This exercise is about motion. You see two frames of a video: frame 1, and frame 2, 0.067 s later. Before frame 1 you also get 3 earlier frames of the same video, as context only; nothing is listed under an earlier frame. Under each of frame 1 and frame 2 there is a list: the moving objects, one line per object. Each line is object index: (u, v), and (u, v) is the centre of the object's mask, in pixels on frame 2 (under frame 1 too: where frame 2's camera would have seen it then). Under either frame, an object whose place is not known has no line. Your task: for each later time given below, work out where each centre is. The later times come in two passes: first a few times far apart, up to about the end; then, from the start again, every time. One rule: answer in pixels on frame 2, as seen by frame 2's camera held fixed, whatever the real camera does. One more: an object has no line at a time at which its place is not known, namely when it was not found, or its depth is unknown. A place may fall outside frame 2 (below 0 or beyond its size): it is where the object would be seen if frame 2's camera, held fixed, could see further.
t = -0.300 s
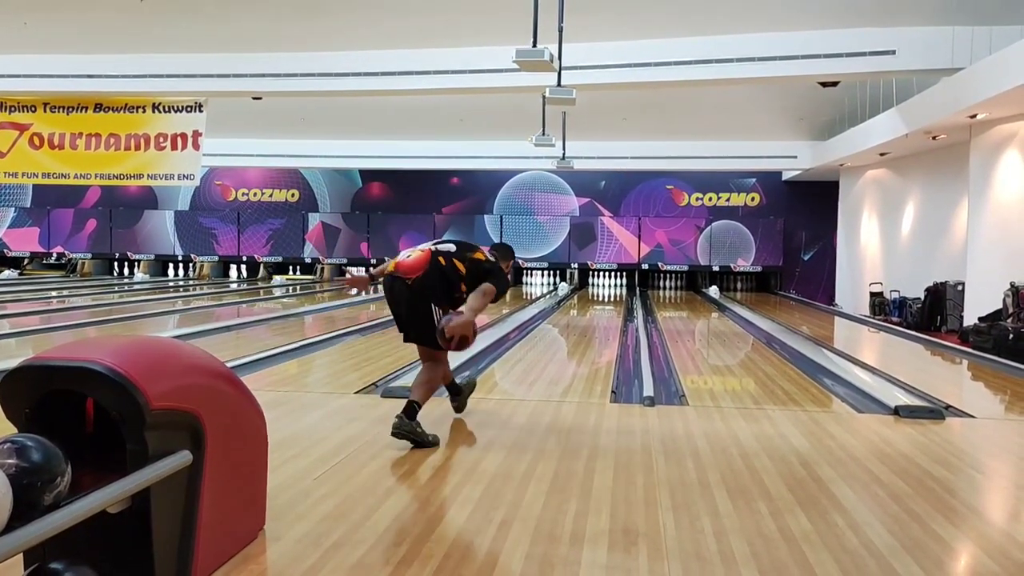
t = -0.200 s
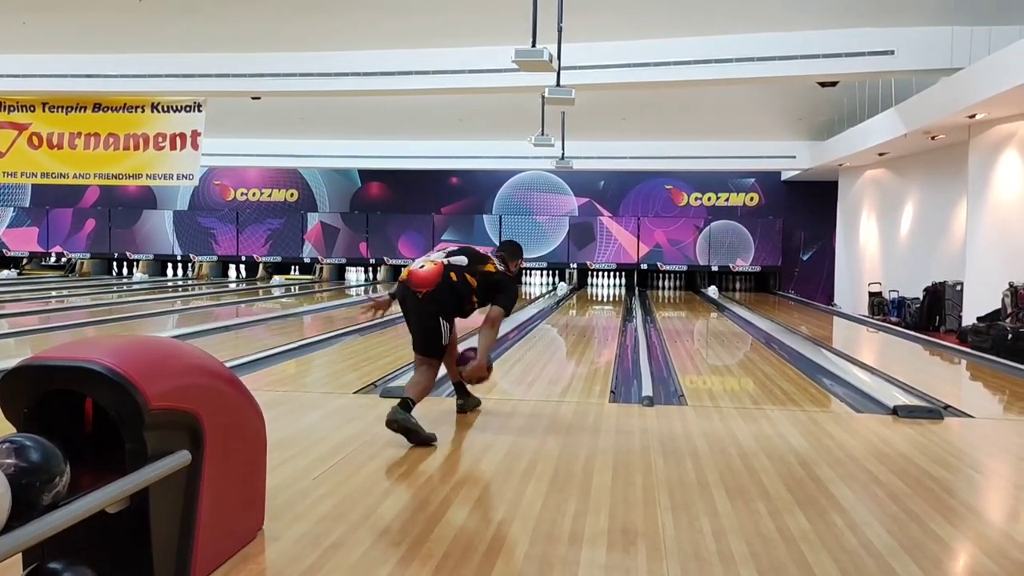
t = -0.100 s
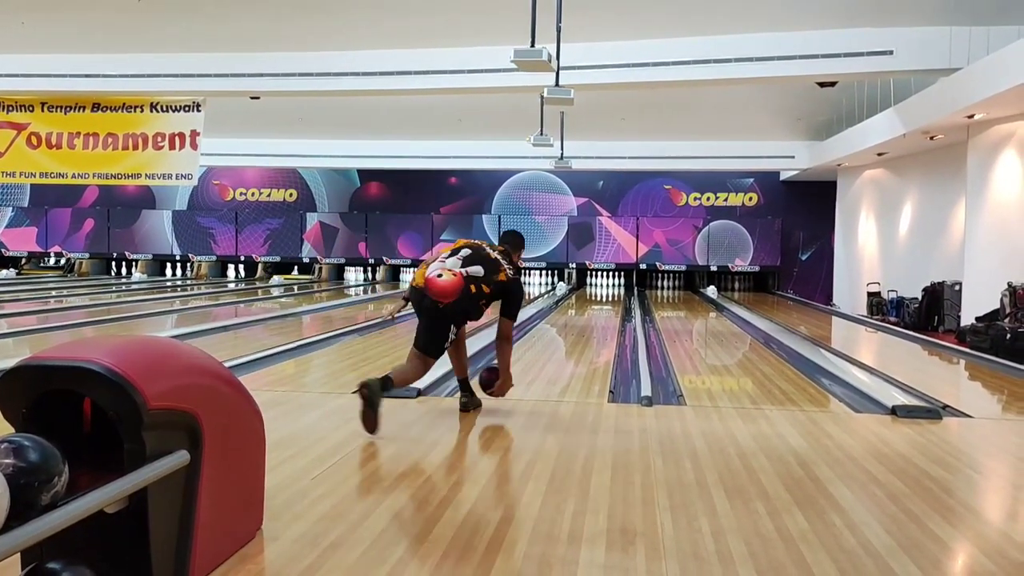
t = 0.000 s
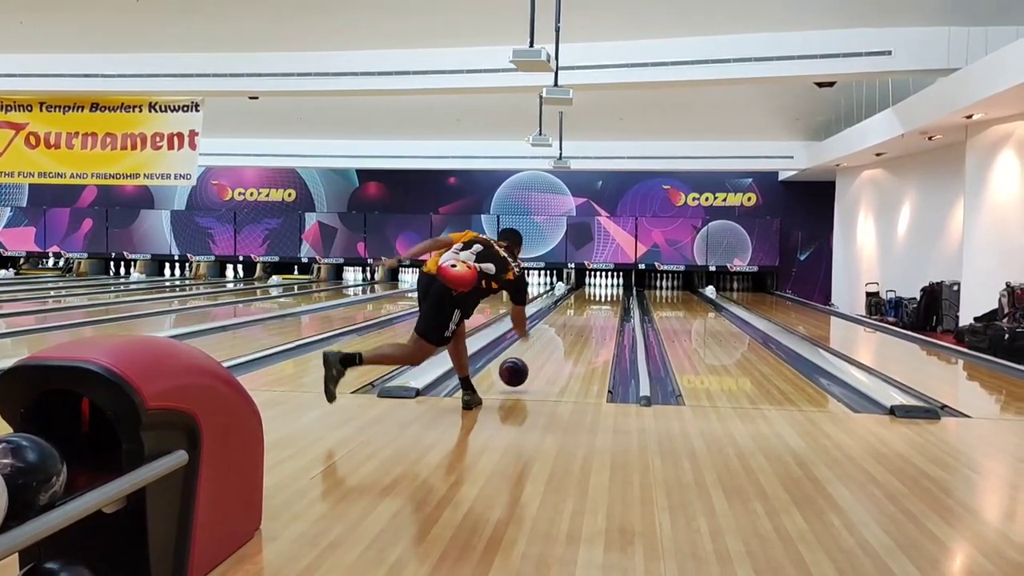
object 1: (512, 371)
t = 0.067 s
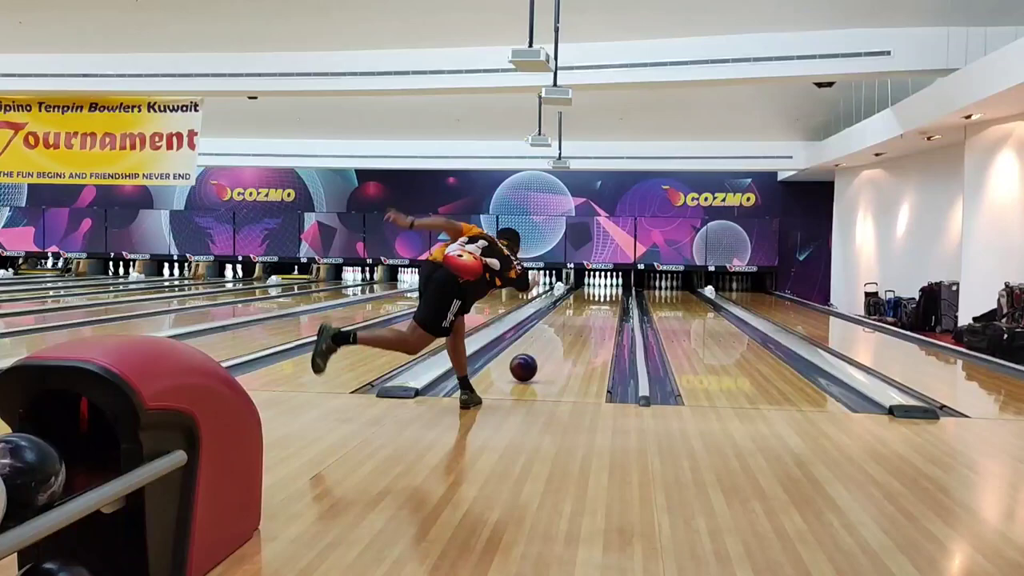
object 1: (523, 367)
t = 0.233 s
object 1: (545, 350)
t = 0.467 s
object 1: (567, 333)
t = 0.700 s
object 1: (581, 320)
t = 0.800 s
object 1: (585, 316)
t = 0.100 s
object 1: (528, 363)
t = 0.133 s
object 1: (533, 360)
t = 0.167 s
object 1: (537, 357)
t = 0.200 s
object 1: (542, 353)
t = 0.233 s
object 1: (545, 350)
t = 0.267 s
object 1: (549, 347)
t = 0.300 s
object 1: (552, 344)
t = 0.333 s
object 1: (556, 342)
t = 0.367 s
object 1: (559, 339)
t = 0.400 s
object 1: (561, 337)
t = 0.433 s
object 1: (564, 335)
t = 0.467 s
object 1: (567, 333)
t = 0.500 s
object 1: (569, 331)
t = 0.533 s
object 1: (571, 329)
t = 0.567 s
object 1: (573, 327)
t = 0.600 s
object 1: (575, 325)
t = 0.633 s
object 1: (577, 323)
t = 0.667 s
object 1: (579, 322)
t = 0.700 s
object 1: (581, 320)
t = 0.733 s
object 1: (582, 319)
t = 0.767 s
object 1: (584, 317)
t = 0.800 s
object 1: (585, 316)
